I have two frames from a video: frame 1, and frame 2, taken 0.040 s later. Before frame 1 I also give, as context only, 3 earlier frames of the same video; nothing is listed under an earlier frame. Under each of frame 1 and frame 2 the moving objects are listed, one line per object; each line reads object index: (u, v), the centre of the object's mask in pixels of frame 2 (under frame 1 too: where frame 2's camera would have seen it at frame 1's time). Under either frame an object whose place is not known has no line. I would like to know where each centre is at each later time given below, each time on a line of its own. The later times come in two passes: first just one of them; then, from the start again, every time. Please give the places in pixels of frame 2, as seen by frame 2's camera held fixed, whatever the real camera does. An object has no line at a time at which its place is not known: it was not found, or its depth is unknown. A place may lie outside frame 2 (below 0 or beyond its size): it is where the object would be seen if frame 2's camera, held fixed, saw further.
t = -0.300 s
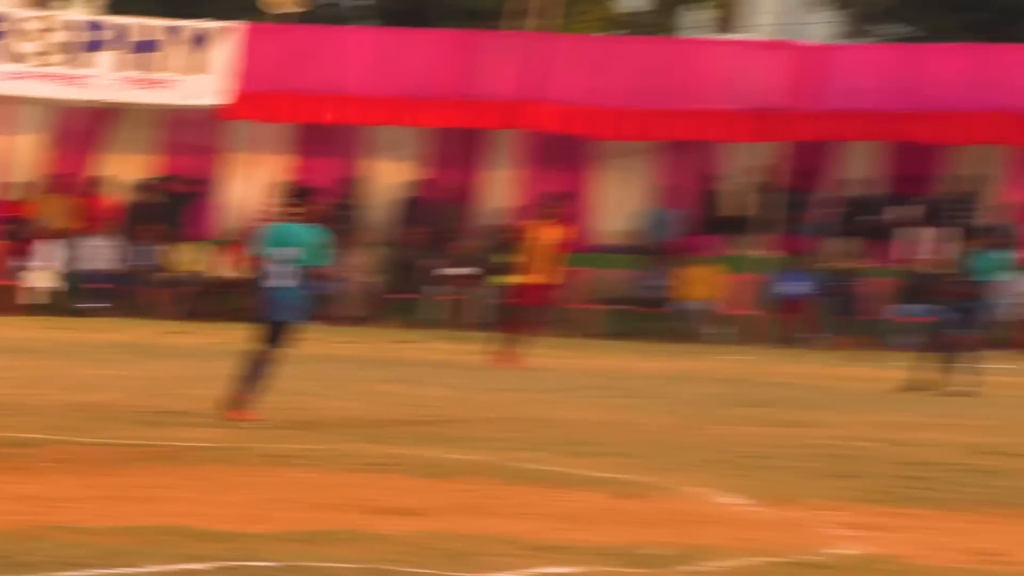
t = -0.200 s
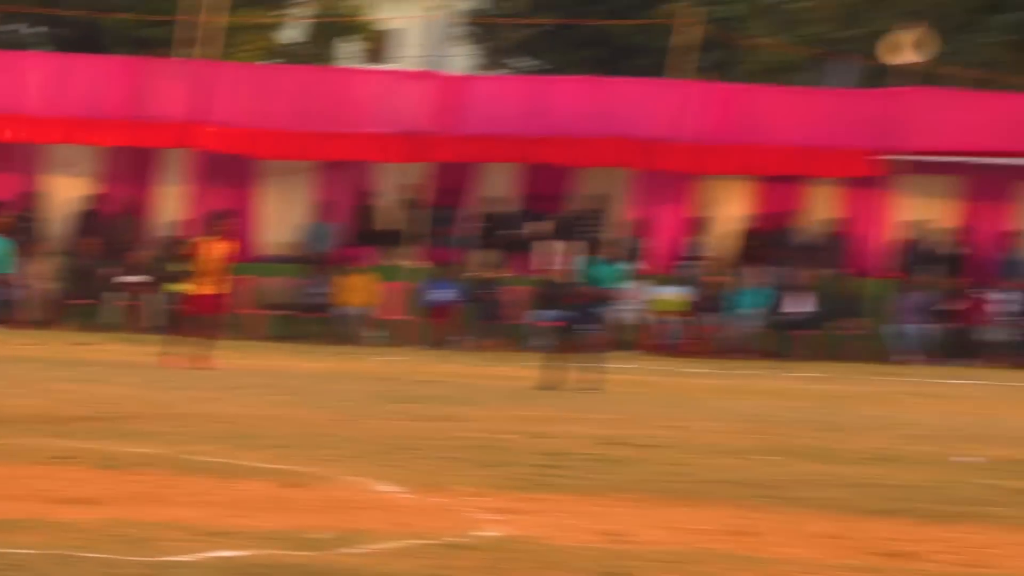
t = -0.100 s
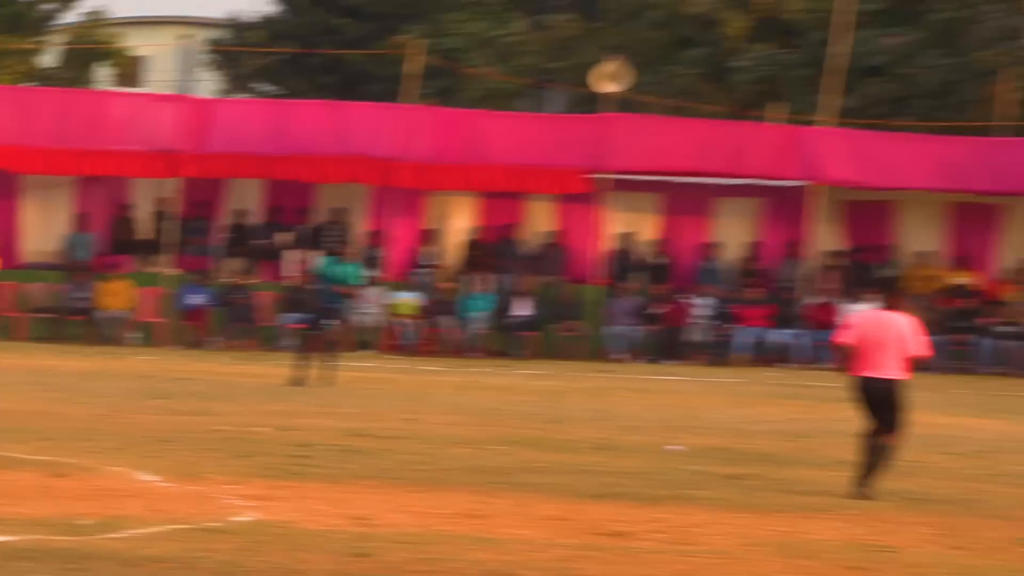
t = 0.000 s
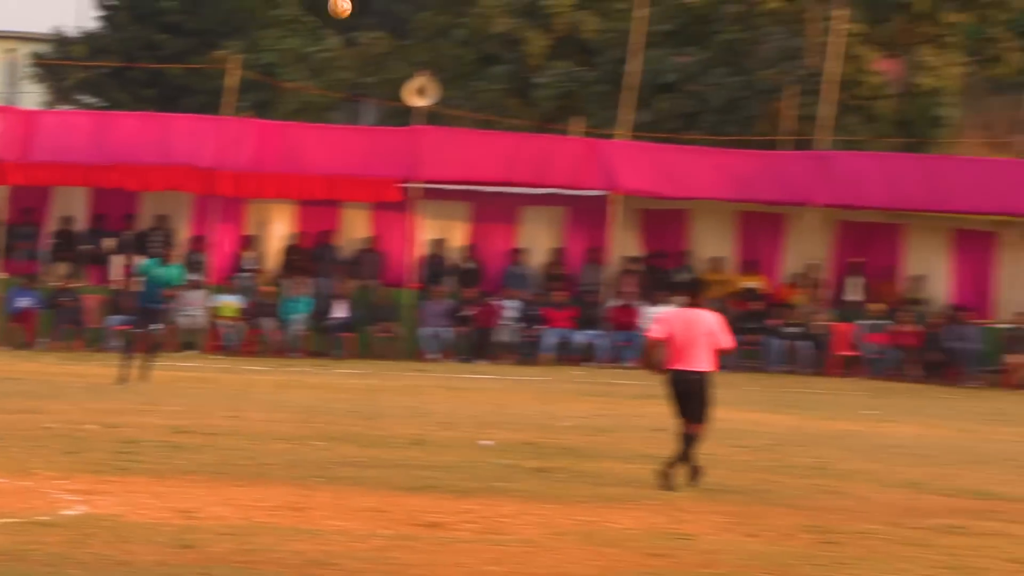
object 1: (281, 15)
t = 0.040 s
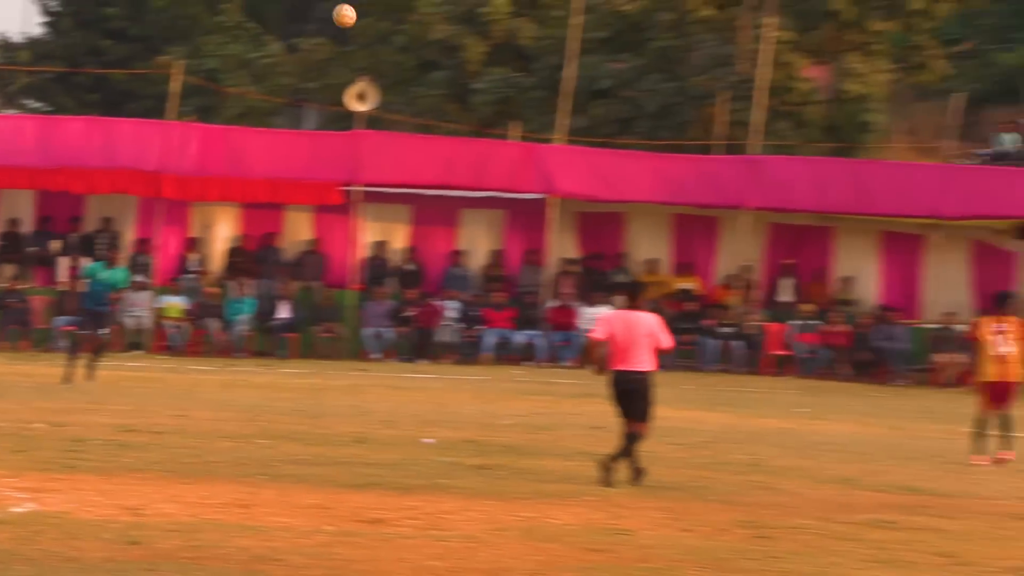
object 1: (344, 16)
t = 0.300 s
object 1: (737, 58)
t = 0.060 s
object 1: (376, 18)
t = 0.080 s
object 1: (407, 20)
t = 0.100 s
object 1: (437, 22)
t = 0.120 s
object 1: (468, 24)
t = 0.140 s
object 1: (498, 28)
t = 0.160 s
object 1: (528, 31)
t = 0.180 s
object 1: (559, 33)
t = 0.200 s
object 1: (589, 37)
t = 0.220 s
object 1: (618, 41)
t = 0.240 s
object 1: (648, 44)
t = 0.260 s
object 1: (678, 49)
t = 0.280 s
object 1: (707, 54)
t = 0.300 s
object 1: (737, 58)
